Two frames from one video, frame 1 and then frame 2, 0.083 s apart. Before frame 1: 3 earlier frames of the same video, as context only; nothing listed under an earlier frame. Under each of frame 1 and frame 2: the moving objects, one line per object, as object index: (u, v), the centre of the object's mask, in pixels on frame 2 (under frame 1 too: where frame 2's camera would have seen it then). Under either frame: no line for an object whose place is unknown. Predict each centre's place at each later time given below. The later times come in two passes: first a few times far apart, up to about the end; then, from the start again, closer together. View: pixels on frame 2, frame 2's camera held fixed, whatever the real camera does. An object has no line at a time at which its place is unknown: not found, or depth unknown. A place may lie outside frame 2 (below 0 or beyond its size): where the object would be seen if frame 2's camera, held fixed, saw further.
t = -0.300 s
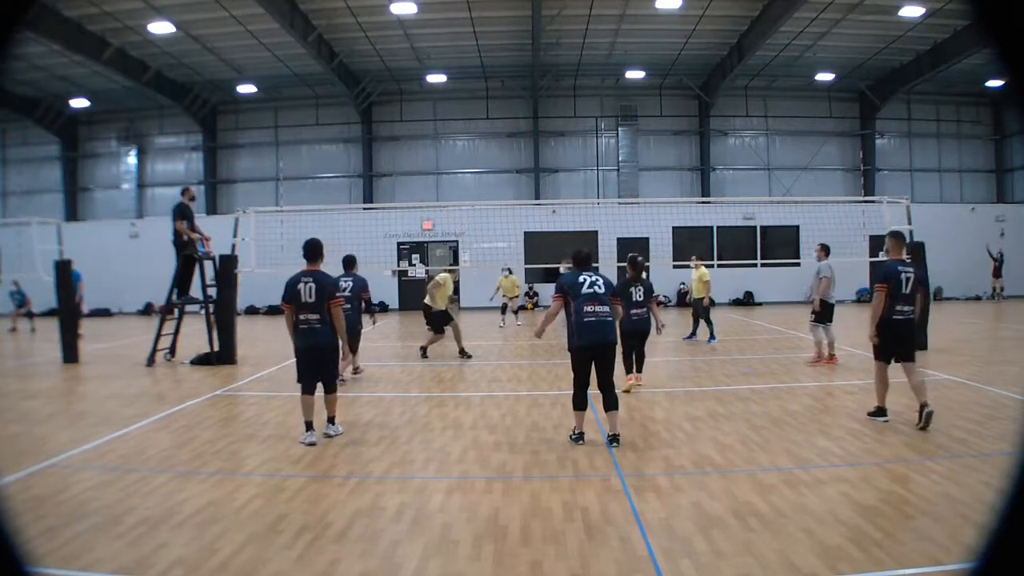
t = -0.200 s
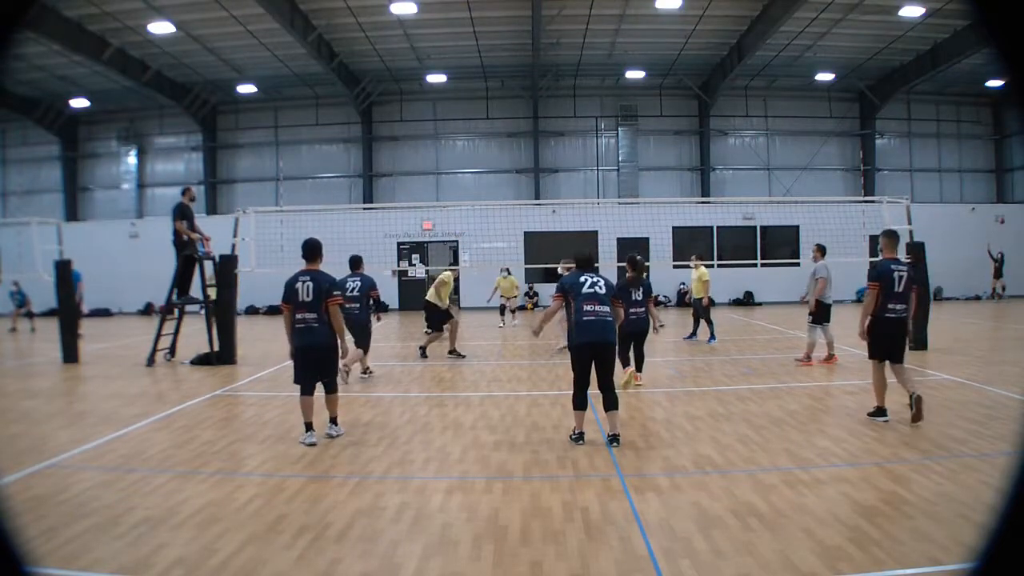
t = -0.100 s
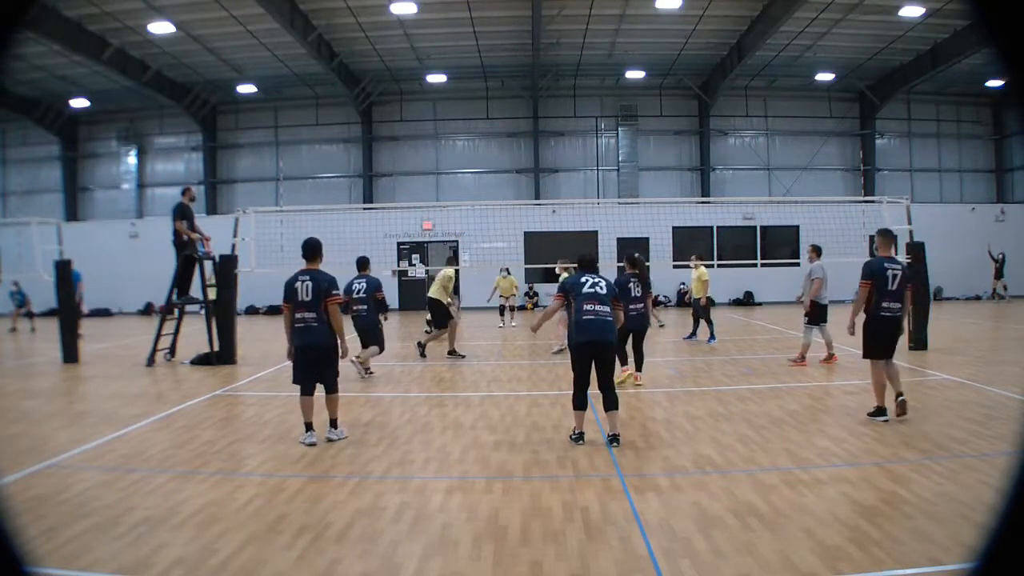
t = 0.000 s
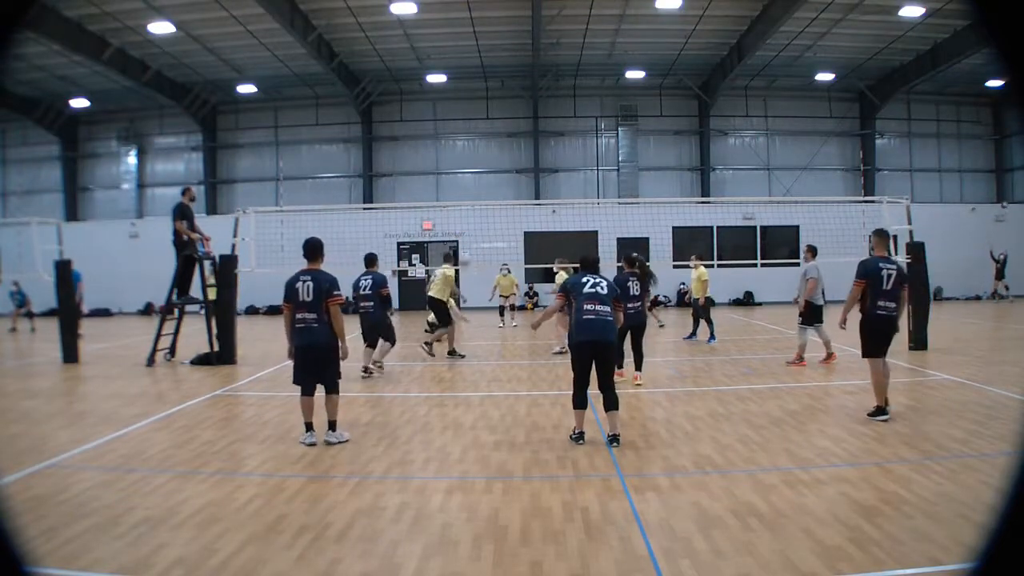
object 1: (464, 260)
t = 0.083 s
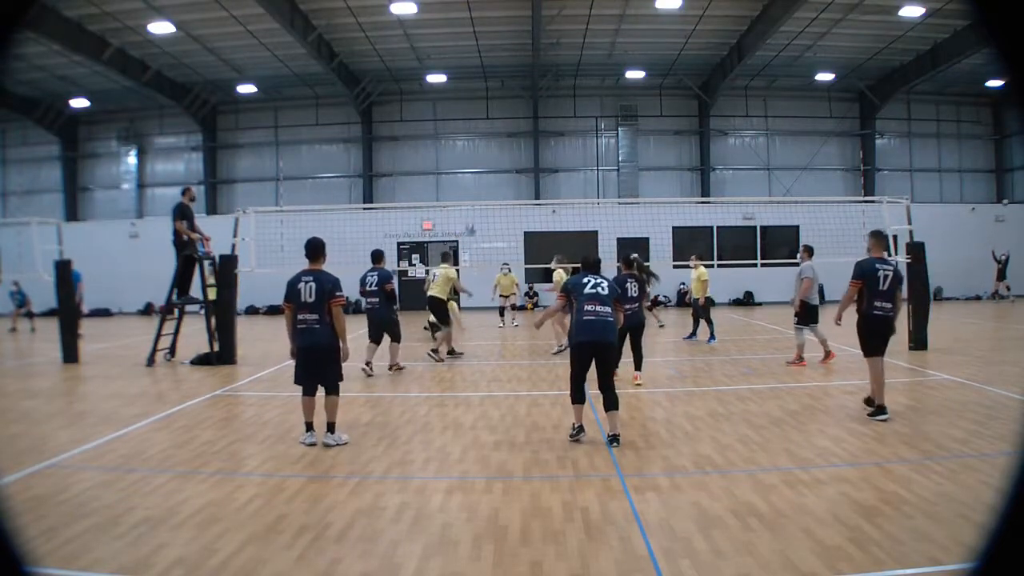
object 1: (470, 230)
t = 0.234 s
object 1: (484, 177)
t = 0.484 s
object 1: (507, 114)
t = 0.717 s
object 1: (532, 85)
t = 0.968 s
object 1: (561, 88)
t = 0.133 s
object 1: (475, 211)
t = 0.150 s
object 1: (476, 207)
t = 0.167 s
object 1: (479, 197)
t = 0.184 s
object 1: (479, 194)
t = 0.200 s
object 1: (479, 185)
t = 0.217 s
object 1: (482, 184)
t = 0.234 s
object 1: (484, 177)
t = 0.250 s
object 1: (485, 173)
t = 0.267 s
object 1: (489, 165)
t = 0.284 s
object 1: (489, 162)
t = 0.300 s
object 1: (488, 157)
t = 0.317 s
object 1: (491, 152)
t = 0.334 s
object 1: (493, 148)
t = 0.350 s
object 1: (495, 143)
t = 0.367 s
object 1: (496, 137)
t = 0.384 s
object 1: (498, 134)
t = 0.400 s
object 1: (499, 132)
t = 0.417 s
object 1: (500, 129)
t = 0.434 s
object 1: (501, 123)
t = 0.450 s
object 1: (504, 120)
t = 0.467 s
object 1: (505, 117)
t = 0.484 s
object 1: (507, 114)
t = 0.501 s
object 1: (508, 111)
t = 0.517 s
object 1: (511, 109)
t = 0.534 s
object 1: (512, 106)
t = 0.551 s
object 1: (514, 103)
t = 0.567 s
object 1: (516, 100)
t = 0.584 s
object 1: (518, 99)
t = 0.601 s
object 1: (519, 96)
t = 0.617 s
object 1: (521, 95)
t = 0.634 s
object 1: (523, 93)
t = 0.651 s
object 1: (524, 91)
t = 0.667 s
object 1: (526, 89)
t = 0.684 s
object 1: (528, 88)
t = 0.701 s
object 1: (530, 87)
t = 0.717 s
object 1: (532, 85)
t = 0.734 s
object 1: (533, 85)
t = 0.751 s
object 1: (535, 84)
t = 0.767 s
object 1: (537, 83)
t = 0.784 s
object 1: (538, 83)
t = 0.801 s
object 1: (541, 83)
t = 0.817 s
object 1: (543, 82)
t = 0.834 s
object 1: (544, 82)
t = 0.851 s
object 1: (547, 82)
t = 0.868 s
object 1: (548, 83)
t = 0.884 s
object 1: (550, 83)
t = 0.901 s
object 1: (553, 84)
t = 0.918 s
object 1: (555, 85)
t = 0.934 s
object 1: (557, 86)
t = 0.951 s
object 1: (559, 87)
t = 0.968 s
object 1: (561, 88)
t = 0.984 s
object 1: (563, 89)
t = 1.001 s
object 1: (565, 92)
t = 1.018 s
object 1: (567, 93)
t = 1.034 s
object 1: (569, 96)
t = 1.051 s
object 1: (571, 98)
